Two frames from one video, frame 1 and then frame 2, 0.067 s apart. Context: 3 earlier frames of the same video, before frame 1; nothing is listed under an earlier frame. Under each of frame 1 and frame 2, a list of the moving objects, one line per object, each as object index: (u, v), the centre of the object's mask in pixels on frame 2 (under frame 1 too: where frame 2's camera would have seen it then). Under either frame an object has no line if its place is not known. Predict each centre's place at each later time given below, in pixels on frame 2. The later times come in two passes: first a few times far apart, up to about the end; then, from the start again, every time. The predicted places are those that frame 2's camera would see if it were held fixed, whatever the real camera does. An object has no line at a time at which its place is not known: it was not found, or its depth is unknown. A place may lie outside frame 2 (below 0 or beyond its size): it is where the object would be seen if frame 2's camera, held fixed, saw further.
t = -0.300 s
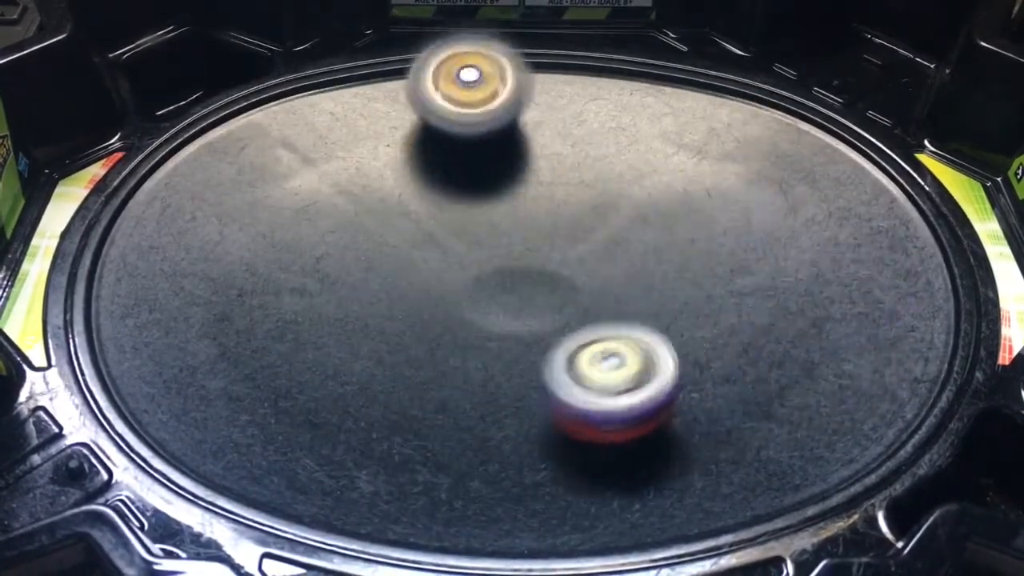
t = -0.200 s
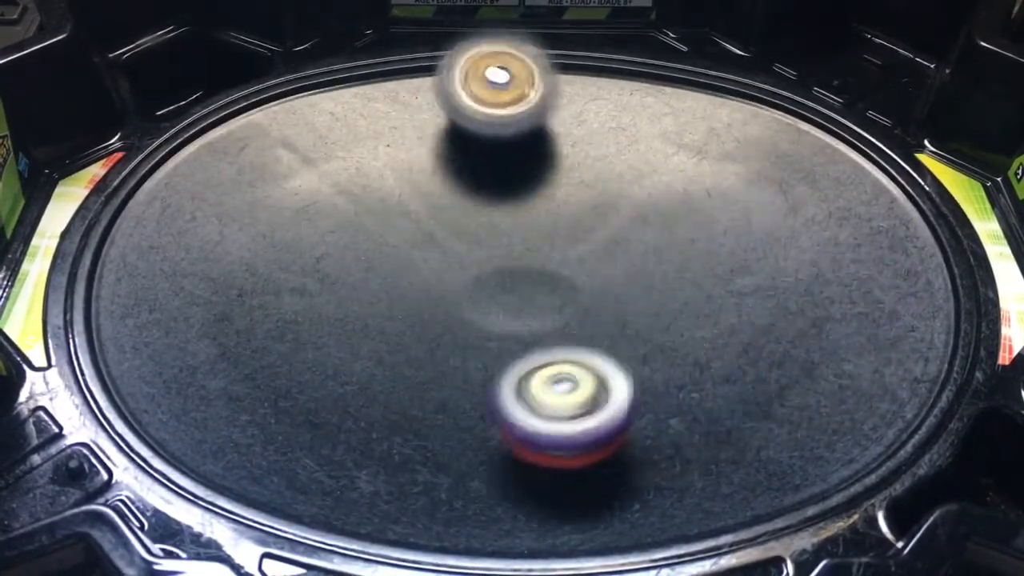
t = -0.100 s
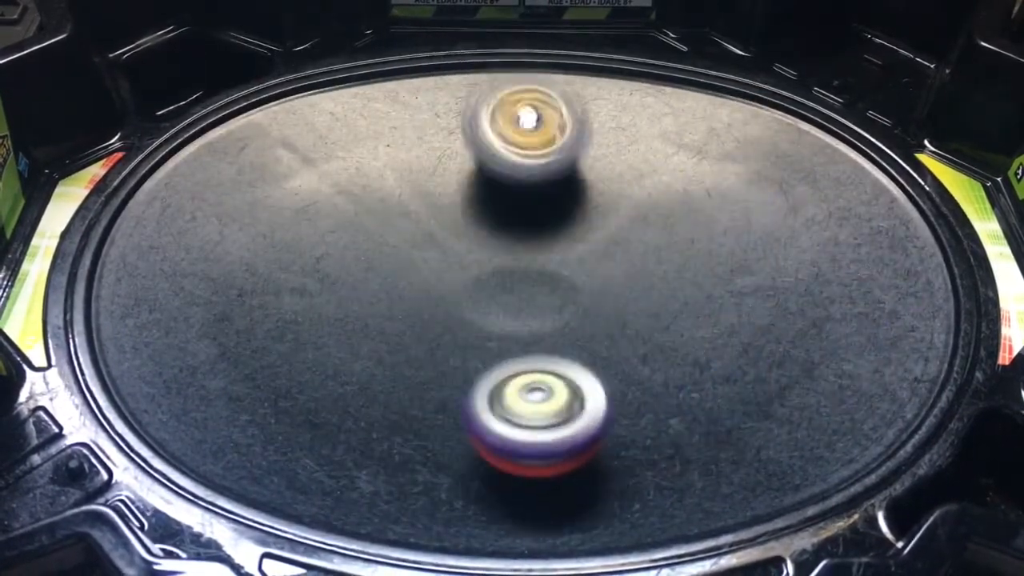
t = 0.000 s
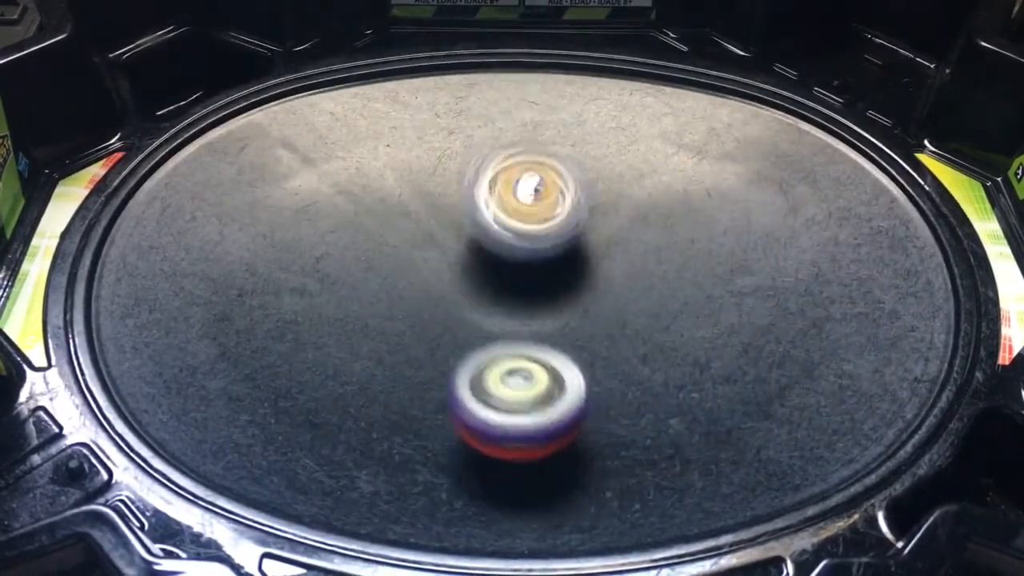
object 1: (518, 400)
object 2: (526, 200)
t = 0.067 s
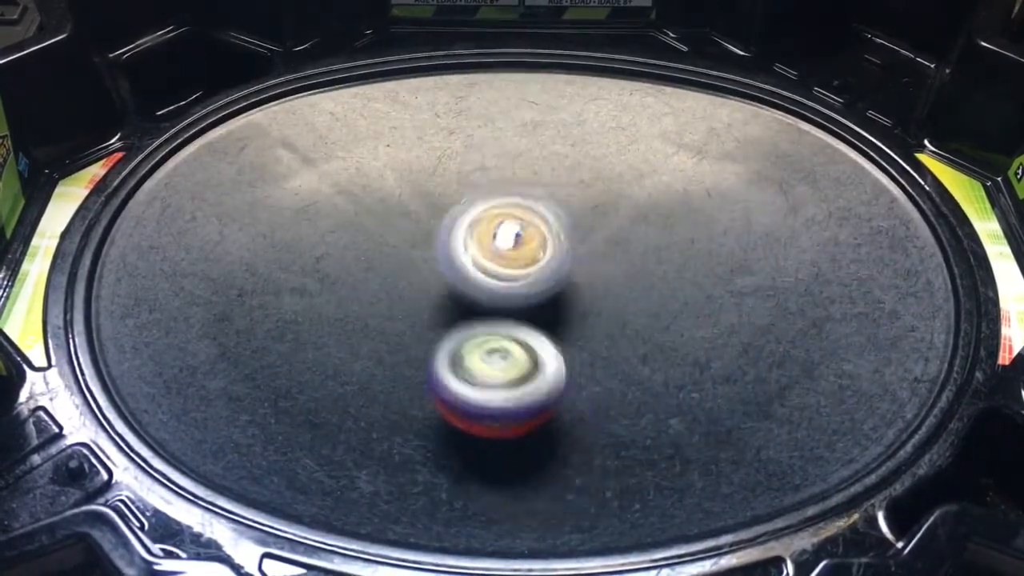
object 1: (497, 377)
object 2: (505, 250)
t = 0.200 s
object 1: (460, 482)
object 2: (435, 185)
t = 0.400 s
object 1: (560, 446)
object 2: (444, 111)
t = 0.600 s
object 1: (524, 306)
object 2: (528, 192)
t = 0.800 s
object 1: (388, 472)
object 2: (588, 102)
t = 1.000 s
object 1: (473, 450)
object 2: (633, 214)
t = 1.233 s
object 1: (356, 332)
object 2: (615, 283)
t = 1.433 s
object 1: (239, 256)
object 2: (567, 282)
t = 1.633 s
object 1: (176, 188)
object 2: (546, 231)
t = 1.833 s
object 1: (173, 135)
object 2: (595, 216)
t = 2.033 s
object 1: (284, 144)
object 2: (587, 263)
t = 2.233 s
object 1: (447, 157)
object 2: (504, 261)
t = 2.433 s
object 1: (601, 111)
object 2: (409, 314)
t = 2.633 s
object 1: (711, 105)
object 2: (315, 288)
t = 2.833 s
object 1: (814, 134)
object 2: (416, 234)
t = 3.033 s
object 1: (889, 190)
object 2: (588, 253)
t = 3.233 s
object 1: (890, 264)
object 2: (691, 321)
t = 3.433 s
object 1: (795, 339)
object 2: (603, 355)
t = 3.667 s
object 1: (626, 387)
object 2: (520, 243)
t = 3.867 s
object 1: (477, 380)
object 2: (587, 149)
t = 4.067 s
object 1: (352, 329)
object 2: (684, 171)
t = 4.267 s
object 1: (272, 263)
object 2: (634, 271)
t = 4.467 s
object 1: (229, 197)
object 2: (461, 305)
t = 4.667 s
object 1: (256, 153)
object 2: (333, 253)
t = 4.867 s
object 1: (253, 97)
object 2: (431, 243)
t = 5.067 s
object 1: (356, 113)
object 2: (555, 270)
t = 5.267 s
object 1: (483, 138)
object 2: (624, 321)
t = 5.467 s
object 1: (602, 188)
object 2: (581, 332)
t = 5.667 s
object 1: (701, 256)
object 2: (549, 260)
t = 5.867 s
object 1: (762, 326)
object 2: (596, 191)
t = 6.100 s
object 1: (763, 404)
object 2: (662, 207)
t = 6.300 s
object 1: (673, 439)
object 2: (590, 264)
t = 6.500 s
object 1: (540, 390)
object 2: (464, 264)
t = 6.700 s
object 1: (463, 340)
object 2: (380, 197)
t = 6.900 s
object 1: (558, 374)
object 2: (366, 49)
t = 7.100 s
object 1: (585, 286)
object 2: (478, 136)
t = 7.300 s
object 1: (622, 268)
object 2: (505, 165)
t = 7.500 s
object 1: (610, 218)
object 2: (472, 189)
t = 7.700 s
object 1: (585, 220)
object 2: (377, 226)
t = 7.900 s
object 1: (573, 266)
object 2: (305, 253)
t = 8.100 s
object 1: (608, 296)
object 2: (329, 269)
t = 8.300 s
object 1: (605, 277)
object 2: (437, 287)
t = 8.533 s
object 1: (673, 206)
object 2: (410, 316)
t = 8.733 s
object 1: (648, 165)
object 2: (433, 290)
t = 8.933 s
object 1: (603, 185)
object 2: (489, 277)
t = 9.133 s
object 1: (627, 178)
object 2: (463, 288)
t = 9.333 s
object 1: (626, 227)
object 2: (482, 271)
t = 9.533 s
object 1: (668, 262)
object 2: (492, 264)
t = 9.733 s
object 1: (689, 278)
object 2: (507, 260)
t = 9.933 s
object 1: (679, 283)
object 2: (486, 246)
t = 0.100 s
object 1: (479, 387)
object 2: (490, 259)
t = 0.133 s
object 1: (466, 426)
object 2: (471, 231)
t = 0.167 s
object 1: (459, 458)
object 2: (450, 207)
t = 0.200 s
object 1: (460, 482)
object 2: (435, 185)
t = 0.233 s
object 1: (468, 497)
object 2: (422, 168)
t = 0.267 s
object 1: (487, 499)
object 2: (415, 152)
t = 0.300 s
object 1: (510, 489)
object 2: (414, 137)
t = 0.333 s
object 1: (531, 476)
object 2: (420, 125)
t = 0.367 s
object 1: (547, 462)
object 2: (429, 116)
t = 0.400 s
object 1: (560, 446)
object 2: (444, 111)
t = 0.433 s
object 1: (569, 426)
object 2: (462, 112)
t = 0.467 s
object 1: (571, 403)
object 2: (479, 120)
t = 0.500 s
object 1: (566, 378)
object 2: (495, 134)
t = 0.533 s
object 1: (556, 353)
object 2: (510, 149)
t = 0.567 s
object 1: (541, 328)
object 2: (522, 170)
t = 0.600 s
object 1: (524, 306)
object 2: (528, 192)
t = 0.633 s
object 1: (494, 335)
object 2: (538, 181)
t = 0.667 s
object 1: (464, 375)
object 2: (549, 150)
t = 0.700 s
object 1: (431, 409)
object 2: (560, 129)
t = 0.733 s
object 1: (407, 435)
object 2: (569, 112)
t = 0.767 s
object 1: (392, 456)
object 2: (578, 104)
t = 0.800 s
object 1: (388, 472)
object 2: (588, 102)
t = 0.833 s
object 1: (389, 485)
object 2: (602, 109)
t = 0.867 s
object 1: (401, 489)
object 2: (617, 123)
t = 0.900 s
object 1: (421, 485)
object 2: (628, 145)
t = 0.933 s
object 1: (442, 476)
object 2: (635, 163)
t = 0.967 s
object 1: (458, 465)
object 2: (637, 190)
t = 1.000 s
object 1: (473, 450)
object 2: (633, 214)
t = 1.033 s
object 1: (485, 430)
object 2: (622, 239)
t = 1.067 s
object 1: (490, 408)
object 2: (609, 262)
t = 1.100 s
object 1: (491, 383)
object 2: (590, 283)
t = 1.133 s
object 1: (464, 366)
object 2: (589, 287)
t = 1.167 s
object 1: (419, 359)
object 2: (603, 287)
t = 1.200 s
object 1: (383, 344)
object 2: (613, 283)
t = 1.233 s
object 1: (356, 332)
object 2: (615, 283)
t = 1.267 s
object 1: (333, 318)
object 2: (615, 283)
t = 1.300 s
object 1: (311, 307)
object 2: (610, 284)
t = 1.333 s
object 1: (291, 295)
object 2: (602, 286)
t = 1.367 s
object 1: (273, 282)
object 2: (592, 287)
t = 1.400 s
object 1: (256, 270)
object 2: (580, 285)
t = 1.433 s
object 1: (239, 256)
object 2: (567, 282)
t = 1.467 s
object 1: (224, 245)
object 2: (556, 275)
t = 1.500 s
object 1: (212, 233)
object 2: (551, 269)
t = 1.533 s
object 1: (200, 222)
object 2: (548, 259)
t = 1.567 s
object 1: (192, 211)
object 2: (545, 251)
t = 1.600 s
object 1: (182, 199)
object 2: (544, 242)
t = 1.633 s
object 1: (176, 188)
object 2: (546, 231)
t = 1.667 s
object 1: (170, 176)
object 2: (551, 222)
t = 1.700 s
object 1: (165, 166)
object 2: (556, 218)
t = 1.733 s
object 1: (163, 155)
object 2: (562, 211)
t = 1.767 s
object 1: (163, 146)
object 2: (573, 210)
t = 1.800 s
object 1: (166, 140)
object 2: (585, 212)
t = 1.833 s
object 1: (173, 135)
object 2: (595, 216)
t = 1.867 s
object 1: (182, 133)
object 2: (601, 220)
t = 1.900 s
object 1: (194, 133)
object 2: (606, 226)
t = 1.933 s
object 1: (212, 134)
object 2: (610, 233)
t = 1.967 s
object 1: (233, 136)
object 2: (607, 247)
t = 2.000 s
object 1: (258, 139)
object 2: (599, 254)
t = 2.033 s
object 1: (284, 144)
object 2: (587, 263)
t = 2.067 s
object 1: (311, 147)
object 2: (575, 268)
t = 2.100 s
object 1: (341, 151)
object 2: (561, 269)
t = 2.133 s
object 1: (369, 155)
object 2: (545, 269)
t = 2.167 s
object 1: (393, 157)
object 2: (534, 268)
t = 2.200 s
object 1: (423, 158)
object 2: (518, 265)
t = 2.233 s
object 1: (447, 157)
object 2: (504, 261)
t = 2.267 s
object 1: (473, 156)
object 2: (492, 257)
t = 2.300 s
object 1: (501, 152)
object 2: (481, 260)
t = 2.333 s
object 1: (526, 136)
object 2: (464, 278)
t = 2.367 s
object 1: (553, 124)
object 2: (446, 294)
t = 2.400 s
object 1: (579, 116)
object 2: (428, 305)
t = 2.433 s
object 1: (601, 111)
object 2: (409, 314)
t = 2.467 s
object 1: (620, 106)
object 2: (387, 318)
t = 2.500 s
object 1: (639, 103)
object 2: (368, 319)
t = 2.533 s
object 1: (656, 102)
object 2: (350, 317)
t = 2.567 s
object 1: (674, 103)
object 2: (332, 311)
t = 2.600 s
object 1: (693, 104)
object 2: (320, 300)
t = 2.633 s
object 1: (711, 105)
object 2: (315, 288)
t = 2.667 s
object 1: (728, 108)
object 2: (318, 275)
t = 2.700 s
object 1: (747, 111)
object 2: (330, 262)
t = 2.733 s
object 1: (765, 116)
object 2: (346, 251)
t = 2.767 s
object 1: (782, 120)
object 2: (364, 245)
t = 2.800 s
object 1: (799, 126)
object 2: (389, 238)
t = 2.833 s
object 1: (814, 134)
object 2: (416, 234)
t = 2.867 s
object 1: (830, 140)
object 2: (444, 230)
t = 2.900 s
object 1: (844, 149)
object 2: (475, 234)
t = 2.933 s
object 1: (857, 159)
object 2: (507, 236)
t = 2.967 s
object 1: (869, 170)
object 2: (532, 241)
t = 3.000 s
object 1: (879, 180)
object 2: (561, 246)
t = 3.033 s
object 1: (889, 190)
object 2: (588, 253)
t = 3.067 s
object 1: (896, 201)
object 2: (612, 259)
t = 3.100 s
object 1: (899, 215)
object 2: (638, 269)
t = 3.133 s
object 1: (901, 227)
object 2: (659, 282)
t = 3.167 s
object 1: (900, 240)
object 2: (673, 293)
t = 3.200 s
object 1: (896, 251)
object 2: (686, 308)
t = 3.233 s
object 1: (890, 264)
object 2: (691, 321)
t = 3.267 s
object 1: (880, 279)
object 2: (692, 334)
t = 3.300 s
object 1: (868, 292)
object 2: (684, 347)
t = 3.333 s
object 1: (854, 305)
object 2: (670, 355)
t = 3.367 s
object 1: (837, 316)
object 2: (649, 360)
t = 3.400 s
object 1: (817, 328)
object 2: (625, 361)
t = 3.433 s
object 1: (795, 339)
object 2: (603, 355)
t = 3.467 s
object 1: (772, 349)
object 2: (581, 346)
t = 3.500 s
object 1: (750, 357)
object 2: (561, 332)
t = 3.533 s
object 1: (726, 365)
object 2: (545, 316)
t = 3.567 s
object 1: (701, 372)
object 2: (531, 297)
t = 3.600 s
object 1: (675, 379)
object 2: (524, 278)
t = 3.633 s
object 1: (651, 384)
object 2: (522, 258)
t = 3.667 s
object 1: (626, 387)
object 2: (520, 243)
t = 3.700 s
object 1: (602, 389)
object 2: (524, 221)
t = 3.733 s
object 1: (577, 390)
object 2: (530, 202)
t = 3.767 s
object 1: (552, 390)
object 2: (540, 188)
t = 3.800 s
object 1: (525, 388)
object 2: (553, 172)
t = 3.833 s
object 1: (500, 385)
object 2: (567, 160)
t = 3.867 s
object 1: (477, 380)
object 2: (587, 149)
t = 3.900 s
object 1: (455, 374)
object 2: (603, 144)
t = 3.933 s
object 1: (431, 366)
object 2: (623, 141)
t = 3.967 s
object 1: (410, 357)
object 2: (638, 141)
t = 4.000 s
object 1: (389, 348)
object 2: (658, 149)
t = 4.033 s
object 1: (370, 339)
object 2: (672, 156)
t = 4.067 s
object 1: (352, 329)
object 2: (684, 171)
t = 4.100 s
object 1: (336, 318)
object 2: (690, 183)
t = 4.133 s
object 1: (321, 308)
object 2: (689, 202)
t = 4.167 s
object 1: (308, 297)
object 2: (683, 221)
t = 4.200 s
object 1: (294, 286)
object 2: (673, 238)
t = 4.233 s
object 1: (282, 274)
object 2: (658, 255)
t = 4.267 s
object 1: (272, 263)
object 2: (634, 271)
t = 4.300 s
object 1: (261, 251)
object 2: (612, 283)
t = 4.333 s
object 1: (253, 239)
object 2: (582, 294)
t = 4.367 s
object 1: (245, 228)
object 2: (552, 302)
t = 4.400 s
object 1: (239, 218)
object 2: (521, 305)
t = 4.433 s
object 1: (232, 206)
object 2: (491, 307)
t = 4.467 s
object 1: (229, 197)
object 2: (461, 305)
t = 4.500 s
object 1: (228, 188)
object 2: (430, 302)
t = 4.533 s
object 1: (230, 180)
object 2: (402, 294)
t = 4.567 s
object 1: (236, 174)
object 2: (378, 286)
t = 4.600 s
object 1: (245, 168)
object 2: (353, 273)
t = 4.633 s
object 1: (254, 164)
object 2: (334, 259)
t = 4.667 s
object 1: (256, 153)
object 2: (333, 253)
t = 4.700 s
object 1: (248, 130)
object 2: (344, 253)
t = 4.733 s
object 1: (242, 112)
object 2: (356, 250)
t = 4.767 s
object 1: (238, 98)
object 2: (374, 246)
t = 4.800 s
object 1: (236, 89)
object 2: (390, 242)
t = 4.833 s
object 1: (243, 91)
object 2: (409, 239)
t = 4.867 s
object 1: (253, 97)
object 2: (431, 243)
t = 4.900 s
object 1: (265, 100)
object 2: (455, 241)
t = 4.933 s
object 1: (279, 104)
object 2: (476, 246)
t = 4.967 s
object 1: (296, 107)
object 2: (498, 252)
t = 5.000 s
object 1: (314, 110)
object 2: (516, 256)
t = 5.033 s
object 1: (334, 112)
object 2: (537, 264)
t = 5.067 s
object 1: (356, 113)
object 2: (555, 270)
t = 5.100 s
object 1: (376, 114)
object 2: (575, 278)
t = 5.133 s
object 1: (397, 117)
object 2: (593, 286)
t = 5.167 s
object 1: (419, 122)
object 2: (604, 294)
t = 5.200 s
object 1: (439, 126)
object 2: (615, 303)
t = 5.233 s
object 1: (461, 130)
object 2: (622, 313)
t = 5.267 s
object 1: (483, 138)
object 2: (624, 321)
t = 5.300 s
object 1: (504, 144)
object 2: (623, 328)
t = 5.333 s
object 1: (523, 152)
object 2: (620, 334)
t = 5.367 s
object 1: (545, 160)
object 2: (612, 338)
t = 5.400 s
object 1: (565, 170)
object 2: (603, 340)
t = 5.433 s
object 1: (583, 178)
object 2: (593, 336)
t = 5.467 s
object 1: (602, 188)
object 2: (581, 332)
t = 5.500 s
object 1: (620, 198)
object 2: (569, 322)
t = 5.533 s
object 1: (639, 211)
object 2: (562, 311)
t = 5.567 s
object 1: (655, 220)
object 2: (554, 300)
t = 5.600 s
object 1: (671, 231)
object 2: (549, 287)
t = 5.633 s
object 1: (686, 243)
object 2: (548, 273)
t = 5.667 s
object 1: (701, 256)
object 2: (549, 260)
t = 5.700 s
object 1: (714, 267)
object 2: (552, 245)
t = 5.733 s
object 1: (726, 280)
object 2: (558, 230)
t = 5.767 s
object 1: (738, 291)
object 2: (563, 217)
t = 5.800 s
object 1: (747, 302)
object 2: (575, 206)
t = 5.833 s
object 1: (755, 314)
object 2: (585, 197)
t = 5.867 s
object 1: (762, 326)
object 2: (596, 191)
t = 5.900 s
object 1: (770, 337)
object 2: (610, 184)
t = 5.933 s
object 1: (774, 348)
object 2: (622, 182)
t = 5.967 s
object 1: (776, 359)
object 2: (633, 183)
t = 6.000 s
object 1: (776, 370)
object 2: (644, 185)
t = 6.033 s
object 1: (774, 381)
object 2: (656, 190)
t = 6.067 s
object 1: (770, 393)
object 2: (659, 198)
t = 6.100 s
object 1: (763, 404)
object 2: (662, 207)
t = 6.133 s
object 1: (753, 414)
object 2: (658, 218)
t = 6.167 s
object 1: (743, 423)
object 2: (650, 229)
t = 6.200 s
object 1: (729, 432)
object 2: (641, 238)
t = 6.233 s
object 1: (712, 438)
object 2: (623, 249)
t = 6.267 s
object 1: (694, 440)
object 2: (607, 257)
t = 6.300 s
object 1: (673, 439)
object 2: (590, 264)
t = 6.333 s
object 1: (651, 435)
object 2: (566, 267)
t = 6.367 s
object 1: (630, 430)
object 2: (547, 268)
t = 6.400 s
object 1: (606, 422)
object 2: (527, 269)
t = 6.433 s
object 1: (584, 413)
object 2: (503, 268)
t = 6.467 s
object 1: (561, 401)
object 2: (482, 266)
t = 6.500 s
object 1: (540, 390)
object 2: (464, 264)
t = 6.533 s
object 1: (520, 377)
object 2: (445, 260)
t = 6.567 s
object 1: (501, 365)
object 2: (431, 254)
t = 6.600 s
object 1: (484, 351)
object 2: (411, 245)
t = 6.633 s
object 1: (470, 336)
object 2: (402, 234)
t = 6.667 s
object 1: (456, 323)
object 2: (396, 224)
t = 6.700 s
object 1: (463, 340)
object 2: (380, 197)
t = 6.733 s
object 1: (479, 366)
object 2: (366, 153)
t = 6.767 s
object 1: (496, 383)
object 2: (352, 112)
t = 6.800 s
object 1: (511, 392)
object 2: (348, 79)
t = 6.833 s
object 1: (527, 391)
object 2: (350, 55)
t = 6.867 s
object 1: (543, 384)
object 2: (353, 45)
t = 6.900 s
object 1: (558, 374)
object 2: (366, 49)
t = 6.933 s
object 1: (570, 360)
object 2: (380, 56)
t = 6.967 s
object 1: (577, 346)
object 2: (399, 68)
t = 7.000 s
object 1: (581, 332)
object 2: (419, 83)
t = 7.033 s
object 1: (584, 316)
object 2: (439, 100)
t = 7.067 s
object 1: (586, 300)
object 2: (460, 119)
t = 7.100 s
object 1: (585, 286)
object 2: (478, 136)
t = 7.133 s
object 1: (582, 270)
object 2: (497, 155)
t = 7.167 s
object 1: (582, 262)
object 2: (507, 167)
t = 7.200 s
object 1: (592, 266)
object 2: (512, 171)
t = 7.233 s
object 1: (603, 272)
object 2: (512, 167)
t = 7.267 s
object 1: (614, 273)
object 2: (510, 165)
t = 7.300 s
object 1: (622, 268)
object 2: (505, 165)
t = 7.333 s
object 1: (629, 258)
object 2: (499, 168)
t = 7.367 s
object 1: (632, 249)
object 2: (491, 169)
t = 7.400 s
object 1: (631, 241)
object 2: (487, 173)
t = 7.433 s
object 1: (628, 231)
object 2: (483, 177)
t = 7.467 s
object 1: (621, 224)
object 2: (479, 181)
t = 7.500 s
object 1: (610, 218)
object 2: (472, 189)
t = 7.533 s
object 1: (600, 214)
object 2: (465, 196)
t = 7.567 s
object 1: (598, 213)
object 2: (445, 206)
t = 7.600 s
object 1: (596, 213)
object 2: (425, 210)
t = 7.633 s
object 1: (595, 214)
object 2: (410, 216)
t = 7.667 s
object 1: (591, 217)
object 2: (391, 224)
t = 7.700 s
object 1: (585, 220)
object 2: (377, 226)
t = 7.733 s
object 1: (580, 225)
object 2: (360, 232)
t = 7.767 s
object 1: (575, 231)
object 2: (347, 236)
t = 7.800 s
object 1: (572, 238)
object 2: (334, 242)
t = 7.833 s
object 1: (569, 246)
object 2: (323, 247)
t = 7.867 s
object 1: (570, 257)
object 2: (314, 250)
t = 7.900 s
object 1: (573, 266)
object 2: (305, 253)
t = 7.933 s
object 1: (575, 275)
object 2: (300, 257)
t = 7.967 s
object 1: (580, 284)
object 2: (299, 259)
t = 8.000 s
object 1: (586, 290)
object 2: (302, 260)
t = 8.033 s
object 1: (594, 294)
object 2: (308, 263)
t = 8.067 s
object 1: (602, 295)
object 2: (319, 266)
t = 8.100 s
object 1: (608, 296)
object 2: (329, 269)
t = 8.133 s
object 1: (611, 295)
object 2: (346, 271)
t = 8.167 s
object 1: (613, 292)
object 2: (362, 273)
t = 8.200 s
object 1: (614, 291)
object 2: (380, 277)
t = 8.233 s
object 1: (614, 286)
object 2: (397, 281)
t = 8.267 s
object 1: (610, 281)
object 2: (418, 283)
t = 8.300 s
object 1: (605, 277)
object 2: (437, 287)
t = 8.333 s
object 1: (600, 271)
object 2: (457, 290)
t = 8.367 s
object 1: (623, 254)
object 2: (446, 301)
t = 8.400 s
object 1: (640, 244)
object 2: (433, 306)
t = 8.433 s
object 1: (654, 233)
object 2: (425, 310)
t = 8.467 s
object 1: (661, 223)
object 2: (419, 315)
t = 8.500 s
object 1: (668, 214)
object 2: (415, 315)
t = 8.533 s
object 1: (673, 206)
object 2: (410, 316)
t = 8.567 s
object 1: (676, 195)
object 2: (408, 313)
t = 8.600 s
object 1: (677, 187)
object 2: (407, 309)
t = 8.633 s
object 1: (675, 178)
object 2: (410, 306)
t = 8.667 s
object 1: (670, 171)
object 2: (415, 301)
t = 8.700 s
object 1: (661, 167)
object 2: (424, 295)
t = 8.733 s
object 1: (648, 165)
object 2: (433, 290)
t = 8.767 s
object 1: (638, 167)
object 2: (444, 283)
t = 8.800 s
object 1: (622, 172)
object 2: (456, 278)
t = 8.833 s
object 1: (610, 177)
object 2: (469, 273)
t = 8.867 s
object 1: (597, 185)
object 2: (488, 266)
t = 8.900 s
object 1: (589, 194)
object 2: (501, 267)
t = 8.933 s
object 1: (603, 185)
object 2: (489, 277)
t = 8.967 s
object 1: (615, 178)
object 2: (482, 285)
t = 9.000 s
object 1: (621, 176)
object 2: (478, 289)
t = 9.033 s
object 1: (625, 175)
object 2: (474, 292)
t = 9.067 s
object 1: (626, 174)
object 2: (470, 292)
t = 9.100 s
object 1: (627, 176)
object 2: (464, 293)
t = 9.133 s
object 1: (627, 178)
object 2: (463, 288)
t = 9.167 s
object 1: (627, 183)
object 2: (462, 288)
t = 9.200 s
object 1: (628, 187)
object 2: (465, 284)
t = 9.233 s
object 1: (625, 200)
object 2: (466, 280)
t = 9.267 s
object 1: (625, 207)
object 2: (471, 277)
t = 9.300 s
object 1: (625, 217)
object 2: (475, 273)
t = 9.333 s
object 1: (626, 227)
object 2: (482, 271)
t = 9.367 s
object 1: (623, 238)
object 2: (488, 269)
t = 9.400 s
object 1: (630, 244)
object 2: (489, 267)
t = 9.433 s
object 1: (640, 249)
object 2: (488, 267)
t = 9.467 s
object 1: (652, 254)
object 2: (489, 268)
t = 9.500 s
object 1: (662, 259)
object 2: (489, 266)
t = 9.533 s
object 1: (668, 262)
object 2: (492, 264)
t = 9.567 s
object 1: (677, 266)
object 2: (495, 263)
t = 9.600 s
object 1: (684, 271)
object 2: (497, 263)
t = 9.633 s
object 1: (689, 274)
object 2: (500, 259)
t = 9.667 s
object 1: (691, 276)
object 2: (502, 262)
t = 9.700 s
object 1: (691, 277)
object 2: (507, 261)
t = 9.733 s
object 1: (689, 278)
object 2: (507, 260)
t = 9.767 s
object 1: (687, 279)
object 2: (512, 259)
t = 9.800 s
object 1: (680, 279)
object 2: (511, 258)
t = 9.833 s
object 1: (670, 280)
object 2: (515, 257)
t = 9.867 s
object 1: (663, 281)
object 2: (513, 253)
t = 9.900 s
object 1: (671, 283)
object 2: (500, 251)
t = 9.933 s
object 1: (679, 283)
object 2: (486, 246)
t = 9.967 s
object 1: (683, 283)
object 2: (472, 243)
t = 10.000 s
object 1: (685, 282)
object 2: (463, 241)
